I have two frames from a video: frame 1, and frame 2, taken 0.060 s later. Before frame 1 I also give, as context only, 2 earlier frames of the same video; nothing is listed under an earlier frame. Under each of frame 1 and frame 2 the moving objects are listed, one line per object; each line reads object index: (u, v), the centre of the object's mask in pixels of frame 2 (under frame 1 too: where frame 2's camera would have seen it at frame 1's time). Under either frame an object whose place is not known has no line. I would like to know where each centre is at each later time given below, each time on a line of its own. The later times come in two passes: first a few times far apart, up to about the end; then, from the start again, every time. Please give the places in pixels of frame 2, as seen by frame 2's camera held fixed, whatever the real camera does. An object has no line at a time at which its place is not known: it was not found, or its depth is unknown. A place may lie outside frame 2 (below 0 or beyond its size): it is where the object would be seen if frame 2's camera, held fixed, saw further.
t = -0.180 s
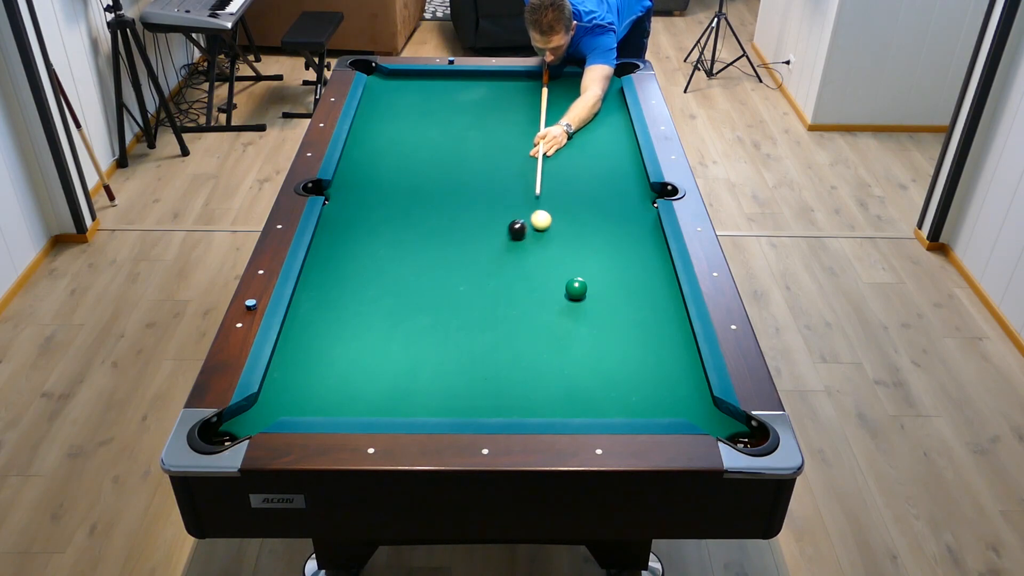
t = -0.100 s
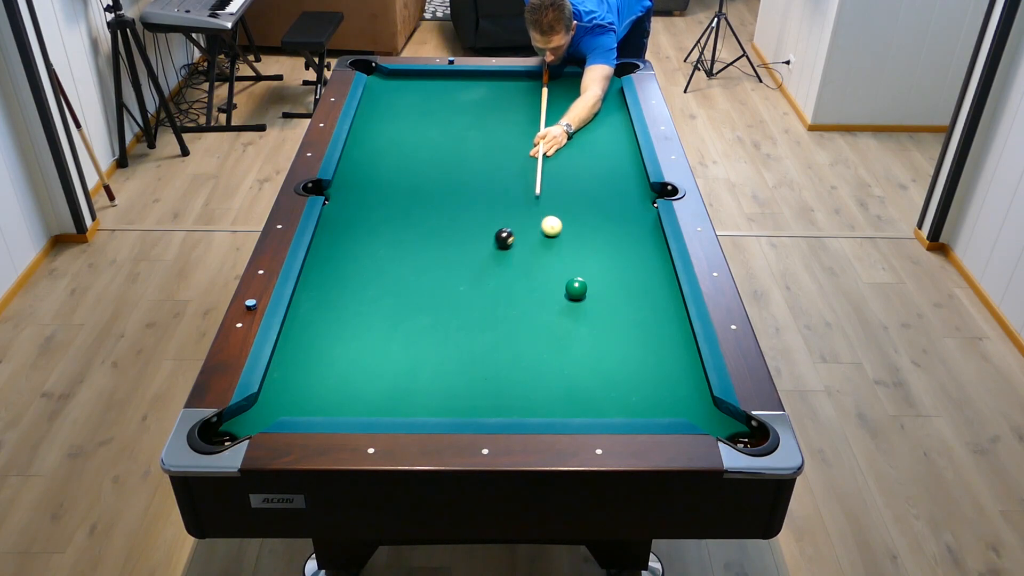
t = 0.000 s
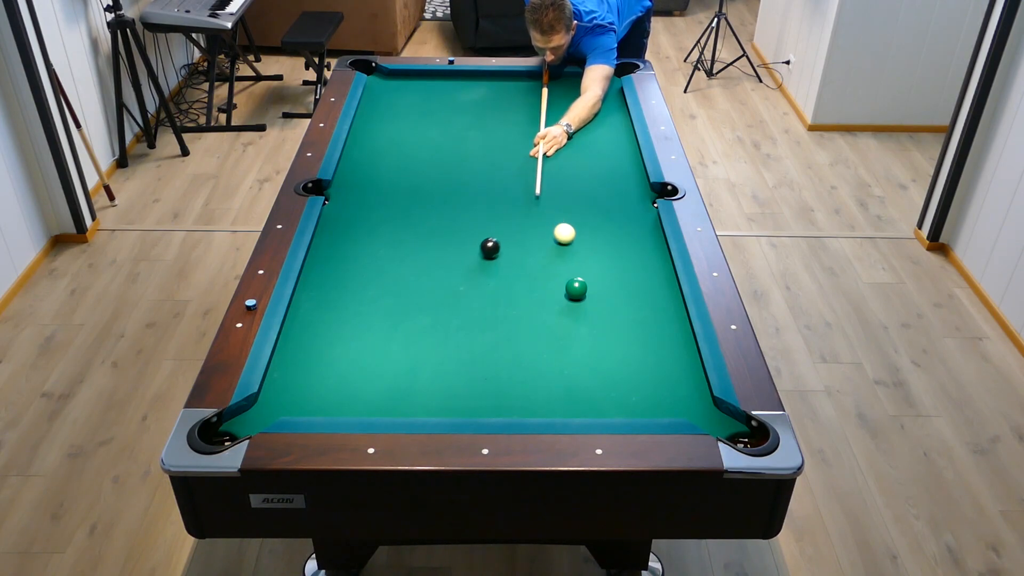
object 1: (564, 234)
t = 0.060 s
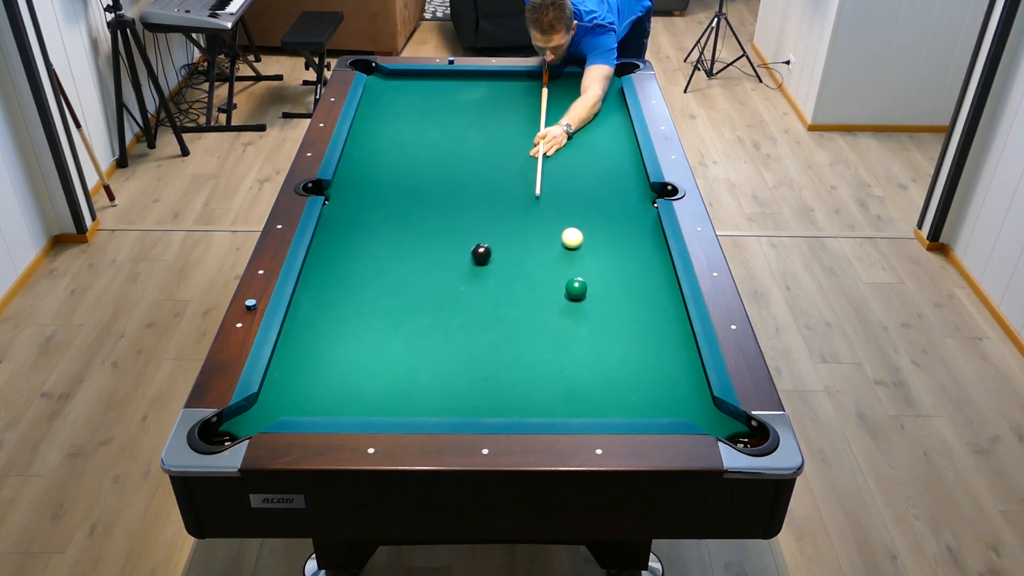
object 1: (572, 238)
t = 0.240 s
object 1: (596, 252)
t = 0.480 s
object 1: (628, 270)
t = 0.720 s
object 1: (660, 289)
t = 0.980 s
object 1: (666, 306)
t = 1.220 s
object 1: (656, 319)
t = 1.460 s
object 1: (646, 331)
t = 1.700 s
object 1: (637, 343)
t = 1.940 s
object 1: (627, 354)
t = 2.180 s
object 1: (618, 364)
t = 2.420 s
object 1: (609, 374)
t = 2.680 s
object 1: (600, 383)
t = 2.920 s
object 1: (592, 390)
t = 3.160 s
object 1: (585, 397)
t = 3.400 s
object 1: (578, 402)
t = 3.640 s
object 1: (572, 406)
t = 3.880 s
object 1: (568, 408)
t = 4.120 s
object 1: (566, 409)
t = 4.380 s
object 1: (565, 409)
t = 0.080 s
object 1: (575, 240)
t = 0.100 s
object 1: (577, 241)
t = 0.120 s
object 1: (580, 243)
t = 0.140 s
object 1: (583, 244)
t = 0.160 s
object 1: (585, 246)
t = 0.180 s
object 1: (588, 247)
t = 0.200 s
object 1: (590, 249)
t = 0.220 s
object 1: (593, 250)
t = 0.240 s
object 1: (596, 252)
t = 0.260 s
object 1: (598, 253)
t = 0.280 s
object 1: (601, 255)
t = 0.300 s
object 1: (604, 256)
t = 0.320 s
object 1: (606, 258)
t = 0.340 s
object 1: (609, 259)
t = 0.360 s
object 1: (612, 261)
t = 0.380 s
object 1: (614, 262)
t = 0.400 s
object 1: (617, 264)
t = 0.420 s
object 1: (620, 266)
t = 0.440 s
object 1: (622, 267)
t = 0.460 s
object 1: (625, 269)
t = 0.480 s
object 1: (628, 270)
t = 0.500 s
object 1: (630, 272)
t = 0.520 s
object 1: (633, 273)
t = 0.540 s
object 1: (636, 275)
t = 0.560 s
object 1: (638, 277)
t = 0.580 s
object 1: (641, 278)
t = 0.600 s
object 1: (644, 279)
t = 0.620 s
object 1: (646, 281)
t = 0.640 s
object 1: (649, 283)
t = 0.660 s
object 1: (652, 284)
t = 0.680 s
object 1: (655, 286)
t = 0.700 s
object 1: (657, 287)
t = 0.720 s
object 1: (660, 289)
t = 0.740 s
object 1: (663, 291)
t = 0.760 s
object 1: (665, 292)
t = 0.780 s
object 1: (668, 294)
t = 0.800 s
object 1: (671, 295)
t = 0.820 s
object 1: (673, 297)
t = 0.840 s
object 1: (672, 298)
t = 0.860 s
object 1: (671, 299)
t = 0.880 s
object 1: (670, 300)
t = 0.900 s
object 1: (669, 301)
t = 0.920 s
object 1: (668, 303)
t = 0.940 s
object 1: (668, 304)
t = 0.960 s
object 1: (667, 305)
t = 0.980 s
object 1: (666, 306)
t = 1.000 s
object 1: (665, 307)
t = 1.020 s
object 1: (664, 308)
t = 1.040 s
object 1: (663, 309)
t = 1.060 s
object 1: (663, 310)
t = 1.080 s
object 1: (662, 311)
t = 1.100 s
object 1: (661, 312)
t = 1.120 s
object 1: (660, 313)
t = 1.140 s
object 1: (659, 315)
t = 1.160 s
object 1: (659, 316)
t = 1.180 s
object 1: (658, 317)
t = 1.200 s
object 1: (657, 318)
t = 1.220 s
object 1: (656, 319)
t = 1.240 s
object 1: (655, 320)
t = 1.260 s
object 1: (654, 321)
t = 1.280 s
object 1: (654, 322)
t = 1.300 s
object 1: (653, 323)
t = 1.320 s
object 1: (652, 324)
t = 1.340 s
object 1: (651, 325)
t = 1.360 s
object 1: (651, 326)
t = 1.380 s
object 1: (650, 327)
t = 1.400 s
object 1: (649, 328)
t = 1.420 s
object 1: (648, 329)
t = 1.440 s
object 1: (647, 330)
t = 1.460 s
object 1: (646, 331)
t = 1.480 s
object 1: (645, 332)
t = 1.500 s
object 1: (645, 333)
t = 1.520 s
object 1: (644, 334)
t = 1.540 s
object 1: (643, 335)
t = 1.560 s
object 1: (642, 336)
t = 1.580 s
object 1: (641, 337)
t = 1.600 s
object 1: (641, 338)
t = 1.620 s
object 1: (640, 339)
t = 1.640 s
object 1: (639, 340)
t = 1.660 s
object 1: (638, 341)
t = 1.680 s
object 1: (637, 342)
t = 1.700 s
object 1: (637, 343)
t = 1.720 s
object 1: (636, 344)
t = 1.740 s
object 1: (635, 345)
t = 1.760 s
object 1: (634, 346)
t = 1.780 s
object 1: (633, 347)
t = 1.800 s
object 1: (633, 347)
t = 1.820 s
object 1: (632, 348)
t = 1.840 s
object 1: (631, 349)
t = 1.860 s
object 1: (630, 350)
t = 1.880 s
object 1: (629, 351)
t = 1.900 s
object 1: (629, 352)
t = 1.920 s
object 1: (628, 353)
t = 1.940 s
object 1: (627, 354)
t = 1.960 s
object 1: (626, 355)
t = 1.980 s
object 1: (626, 356)
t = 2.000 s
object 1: (625, 356)
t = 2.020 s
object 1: (624, 357)
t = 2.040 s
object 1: (623, 358)
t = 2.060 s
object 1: (623, 359)
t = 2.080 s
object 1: (622, 360)
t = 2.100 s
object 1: (621, 361)
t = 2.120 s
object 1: (620, 361)
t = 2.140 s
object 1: (620, 362)
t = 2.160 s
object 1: (619, 363)
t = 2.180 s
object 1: (618, 364)
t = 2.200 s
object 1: (618, 365)
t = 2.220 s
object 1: (617, 366)
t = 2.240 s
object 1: (616, 367)
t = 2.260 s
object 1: (615, 367)
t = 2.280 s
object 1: (614, 368)
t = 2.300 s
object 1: (614, 369)
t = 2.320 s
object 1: (613, 370)
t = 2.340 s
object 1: (612, 370)
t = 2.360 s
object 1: (611, 371)
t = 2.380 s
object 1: (611, 372)
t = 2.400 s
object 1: (610, 373)
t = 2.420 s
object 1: (609, 374)
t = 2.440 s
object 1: (609, 374)
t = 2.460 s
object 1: (608, 375)
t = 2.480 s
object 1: (607, 376)
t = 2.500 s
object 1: (607, 377)
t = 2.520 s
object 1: (606, 377)
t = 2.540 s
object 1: (605, 378)
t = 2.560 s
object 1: (604, 379)
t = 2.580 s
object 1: (604, 379)
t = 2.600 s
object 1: (603, 380)
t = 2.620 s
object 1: (602, 381)
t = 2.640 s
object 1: (602, 382)
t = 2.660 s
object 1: (601, 382)
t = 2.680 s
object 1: (600, 383)
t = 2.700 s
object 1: (600, 384)
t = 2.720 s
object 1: (599, 384)
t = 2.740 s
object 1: (598, 385)
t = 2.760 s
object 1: (598, 386)
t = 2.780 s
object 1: (597, 386)
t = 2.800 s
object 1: (596, 387)
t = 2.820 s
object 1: (595, 387)
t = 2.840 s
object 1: (595, 388)
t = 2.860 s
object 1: (594, 389)
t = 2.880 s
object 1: (594, 389)
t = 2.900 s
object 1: (593, 390)
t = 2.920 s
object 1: (592, 390)
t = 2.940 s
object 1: (592, 391)
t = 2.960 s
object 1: (591, 392)
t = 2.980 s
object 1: (590, 392)
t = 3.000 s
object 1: (590, 393)
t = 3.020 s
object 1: (589, 393)
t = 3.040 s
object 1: (588, 394)
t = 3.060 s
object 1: (588, 394)
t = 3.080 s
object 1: (587, 395)
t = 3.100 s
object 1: (587, 395)
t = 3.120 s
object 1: (586, 396)
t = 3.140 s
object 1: (585, 396)
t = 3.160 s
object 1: (585, 397)
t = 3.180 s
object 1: (584, 397)
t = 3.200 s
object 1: (583, 398)
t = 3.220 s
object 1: (583, 398)
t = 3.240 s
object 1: (582, 399)
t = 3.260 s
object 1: (582, 399)
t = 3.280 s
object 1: (581, 399)
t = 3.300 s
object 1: (581, 400)
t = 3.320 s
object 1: (580, 400)
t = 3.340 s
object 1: (579, 401)
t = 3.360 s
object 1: (579, 401)
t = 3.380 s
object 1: (578, 402)
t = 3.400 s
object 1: (578, 402)
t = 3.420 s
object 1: (577, 402)
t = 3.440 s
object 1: (577, 403)
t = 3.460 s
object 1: (576, 403)
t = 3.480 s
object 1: (576, 403)
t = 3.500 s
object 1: (575, 404)
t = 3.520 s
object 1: (575, 404)
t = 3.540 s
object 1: (574, 404)
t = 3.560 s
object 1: (574, 405)
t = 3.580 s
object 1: (573, 405)
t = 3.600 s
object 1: (573, 405)
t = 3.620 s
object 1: (573, 405)
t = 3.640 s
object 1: (572, 406)
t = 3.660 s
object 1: (572, 406)
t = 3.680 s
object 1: (571, 406)
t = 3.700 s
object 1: (571, 406)
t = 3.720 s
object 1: (571, 406)
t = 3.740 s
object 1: (571, 407)
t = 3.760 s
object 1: (570, 407)
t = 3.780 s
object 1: (570, 407)
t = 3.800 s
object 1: (570, 407)
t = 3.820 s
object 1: (569, 407)
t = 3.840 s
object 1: (569, 408)
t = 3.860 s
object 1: (569, 407)
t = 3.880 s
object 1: (568, 408)
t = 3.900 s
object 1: (568, 408)
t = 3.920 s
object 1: (568, 408)
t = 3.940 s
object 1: (568, 408)
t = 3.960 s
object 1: (567, 408)
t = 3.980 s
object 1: (567, 408)
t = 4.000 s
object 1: (567, 408)
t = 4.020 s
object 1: (567, 409)
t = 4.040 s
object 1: (566, 409)
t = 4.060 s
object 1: (566, 409)
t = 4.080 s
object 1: (566, 409)
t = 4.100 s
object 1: (566, 409)
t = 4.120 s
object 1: (566, 409)
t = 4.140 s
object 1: (565, 409)
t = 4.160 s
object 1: (565, 409)
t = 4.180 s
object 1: (565, 409)
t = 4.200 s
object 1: (565, 409)
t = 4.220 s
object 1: (565, 408)
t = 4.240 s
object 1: (565, 409)
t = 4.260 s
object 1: (565, 408)
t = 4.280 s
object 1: (565, 409)
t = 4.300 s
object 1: (565, 408)
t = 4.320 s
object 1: (565, 408)
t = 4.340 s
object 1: (565, 408)
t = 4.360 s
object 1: (565, 408)
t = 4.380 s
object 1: (565, 409)
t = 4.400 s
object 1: (565, 409)
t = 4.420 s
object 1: (565, 409)
